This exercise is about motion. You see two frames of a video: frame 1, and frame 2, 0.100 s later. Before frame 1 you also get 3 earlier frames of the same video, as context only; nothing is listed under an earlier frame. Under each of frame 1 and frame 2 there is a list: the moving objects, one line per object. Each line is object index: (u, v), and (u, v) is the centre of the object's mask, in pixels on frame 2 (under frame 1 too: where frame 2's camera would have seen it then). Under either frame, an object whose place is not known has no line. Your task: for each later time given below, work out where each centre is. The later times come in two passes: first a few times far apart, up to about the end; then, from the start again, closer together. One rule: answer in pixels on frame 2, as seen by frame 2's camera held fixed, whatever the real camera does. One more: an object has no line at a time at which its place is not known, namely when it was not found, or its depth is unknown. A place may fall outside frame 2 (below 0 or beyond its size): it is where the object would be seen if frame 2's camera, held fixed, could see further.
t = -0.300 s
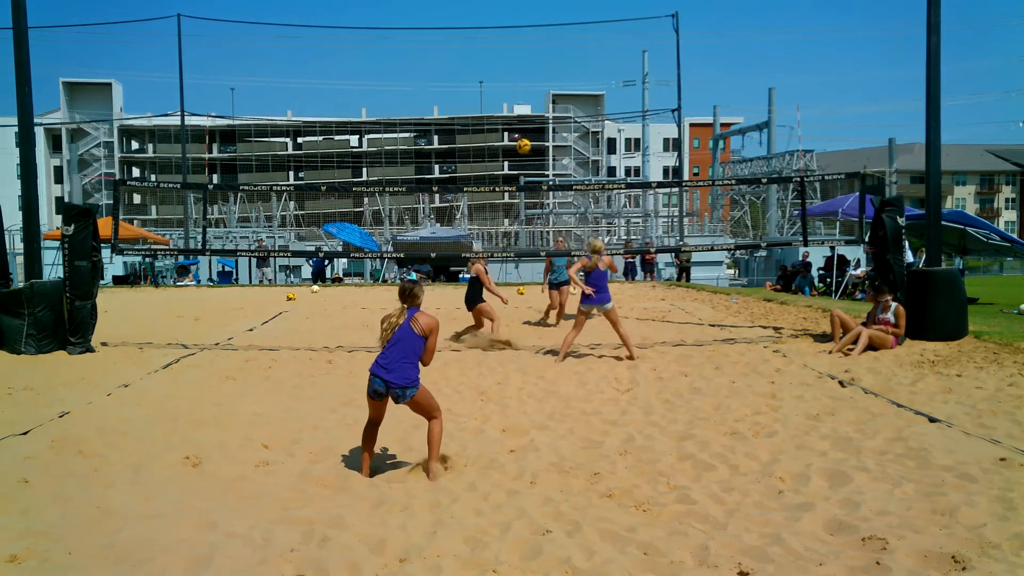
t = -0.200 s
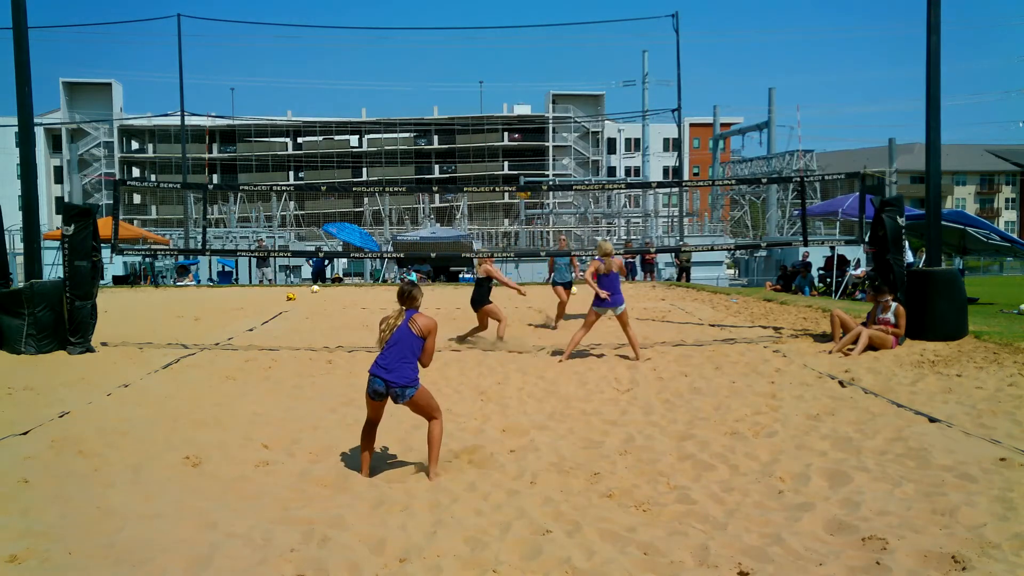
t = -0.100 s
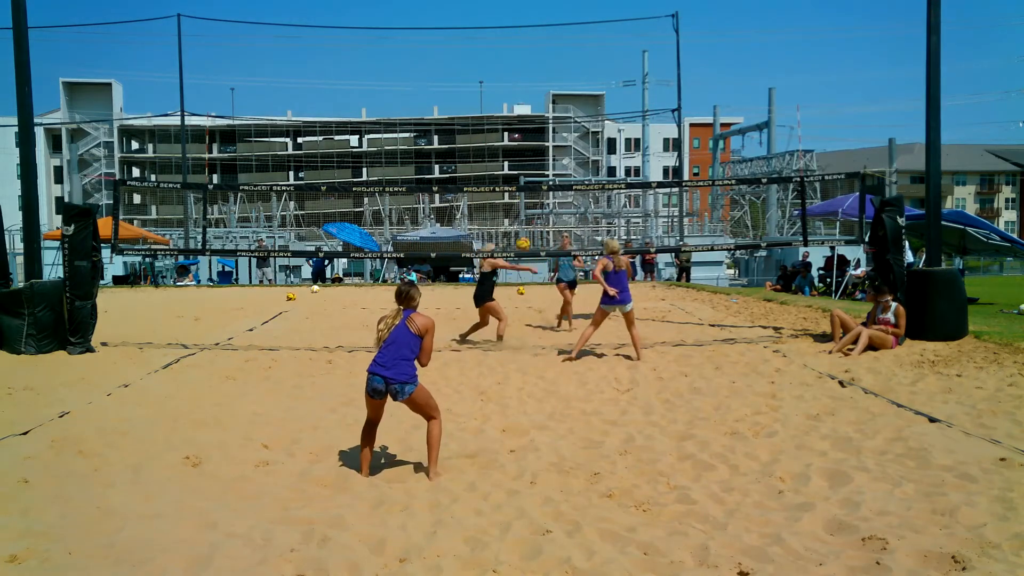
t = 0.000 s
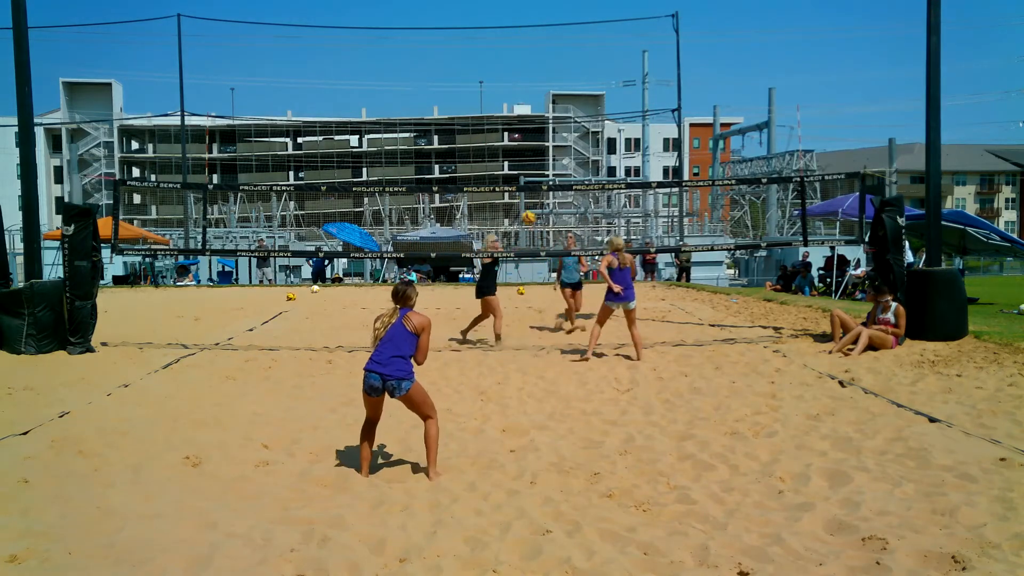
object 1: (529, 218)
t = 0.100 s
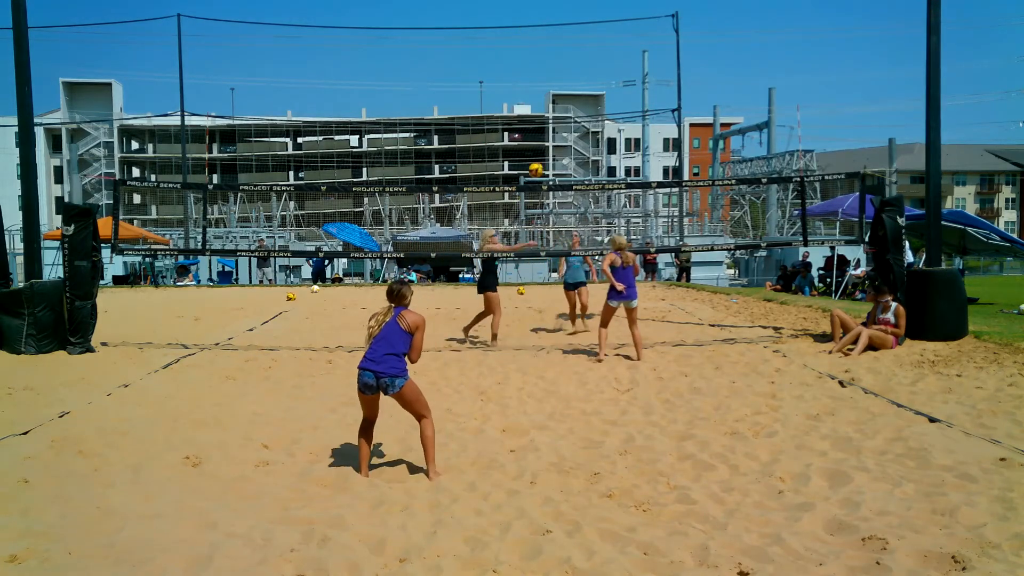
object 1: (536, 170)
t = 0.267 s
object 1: (548, 105)
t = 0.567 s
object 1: (569, 37)
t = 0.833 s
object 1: (587, 31)
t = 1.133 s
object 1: (607, 87)
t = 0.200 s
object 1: (543, 129)
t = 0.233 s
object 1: (545, 117)
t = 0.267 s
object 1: (548, 105)
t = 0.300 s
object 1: (550, 95)
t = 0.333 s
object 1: (552, 85)
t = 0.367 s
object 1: (554, 76)
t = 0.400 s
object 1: (557, 67)
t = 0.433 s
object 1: (559, 59)
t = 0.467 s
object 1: (561, 53)
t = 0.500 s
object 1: (564, 47)
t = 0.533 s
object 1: (566, 41)
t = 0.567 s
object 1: (569, 37)
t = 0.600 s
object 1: (571, 34)
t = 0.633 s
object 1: (573, 31)
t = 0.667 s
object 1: (576, 29)
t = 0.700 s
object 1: (578, 27)
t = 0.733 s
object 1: (580, 27)
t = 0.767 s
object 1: (582, 27)
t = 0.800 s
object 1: (584, 29)
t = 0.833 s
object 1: (587, 31)
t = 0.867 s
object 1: (589, 34)
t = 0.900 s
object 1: (592, 38)
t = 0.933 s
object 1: (594, 42)
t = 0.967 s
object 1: (596, 48)
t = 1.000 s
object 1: (598, 54)
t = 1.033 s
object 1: (600, 61)
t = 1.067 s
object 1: (602, 69)
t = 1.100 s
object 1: (605, 77)
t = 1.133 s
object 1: (607, 87)
